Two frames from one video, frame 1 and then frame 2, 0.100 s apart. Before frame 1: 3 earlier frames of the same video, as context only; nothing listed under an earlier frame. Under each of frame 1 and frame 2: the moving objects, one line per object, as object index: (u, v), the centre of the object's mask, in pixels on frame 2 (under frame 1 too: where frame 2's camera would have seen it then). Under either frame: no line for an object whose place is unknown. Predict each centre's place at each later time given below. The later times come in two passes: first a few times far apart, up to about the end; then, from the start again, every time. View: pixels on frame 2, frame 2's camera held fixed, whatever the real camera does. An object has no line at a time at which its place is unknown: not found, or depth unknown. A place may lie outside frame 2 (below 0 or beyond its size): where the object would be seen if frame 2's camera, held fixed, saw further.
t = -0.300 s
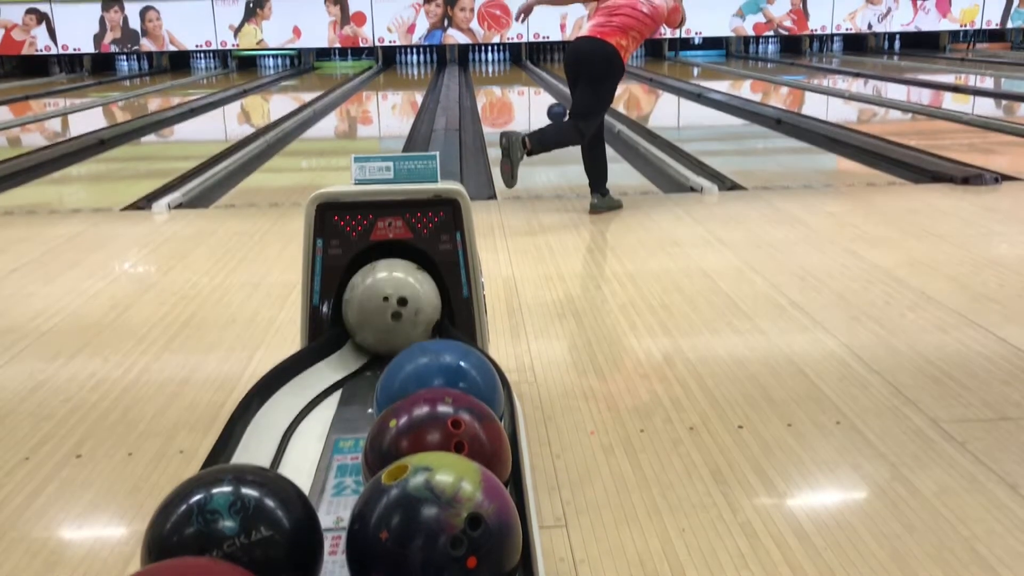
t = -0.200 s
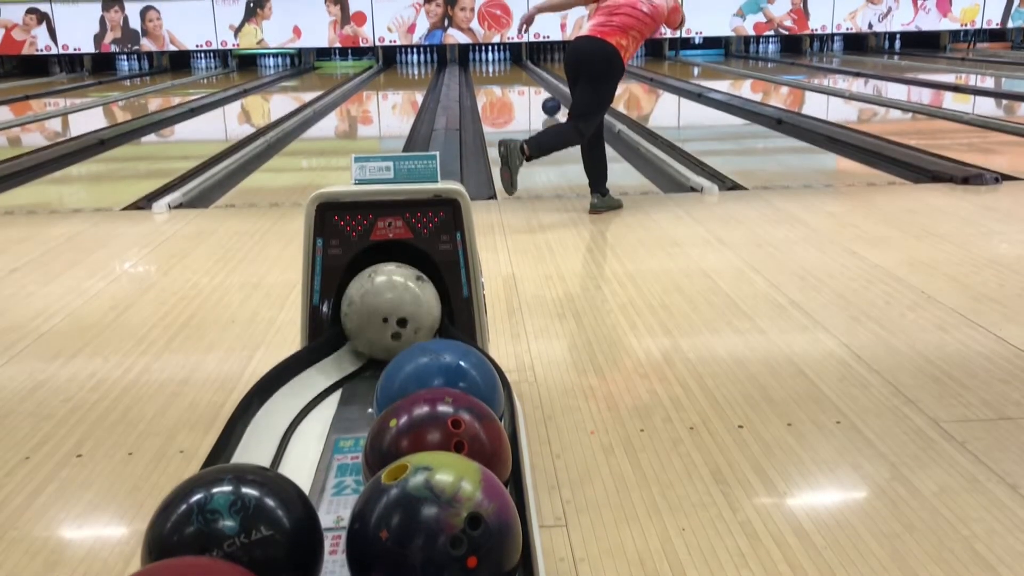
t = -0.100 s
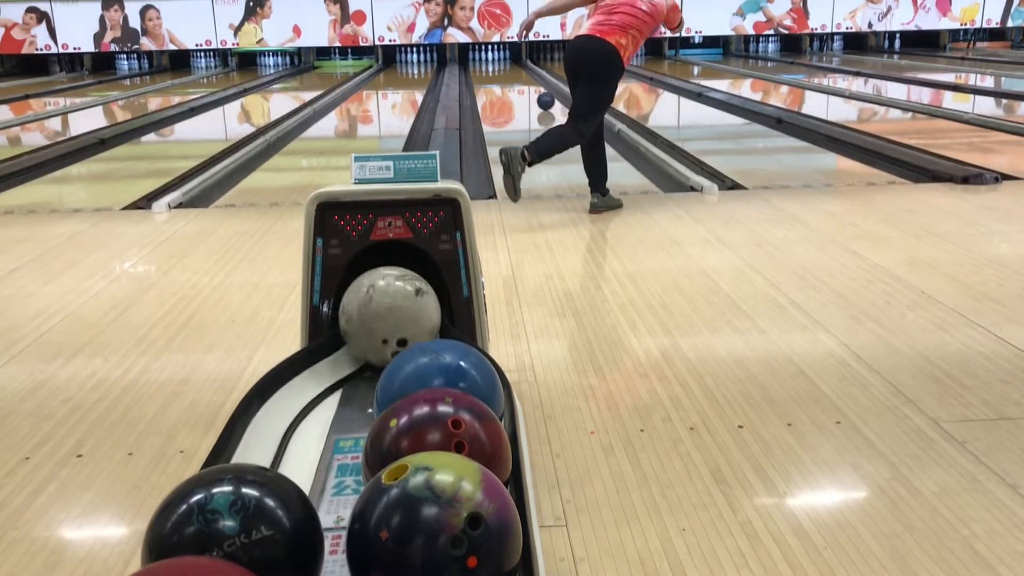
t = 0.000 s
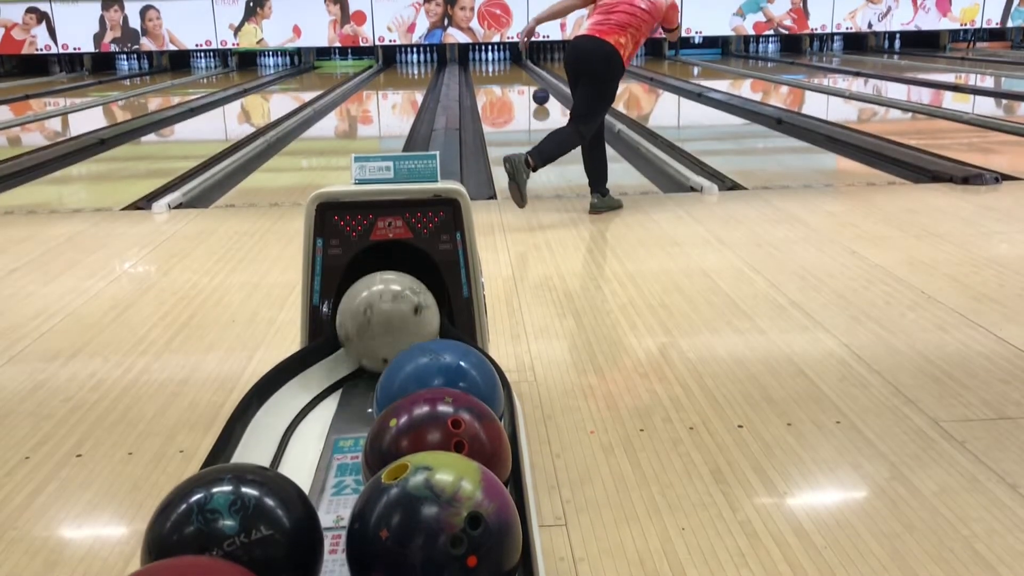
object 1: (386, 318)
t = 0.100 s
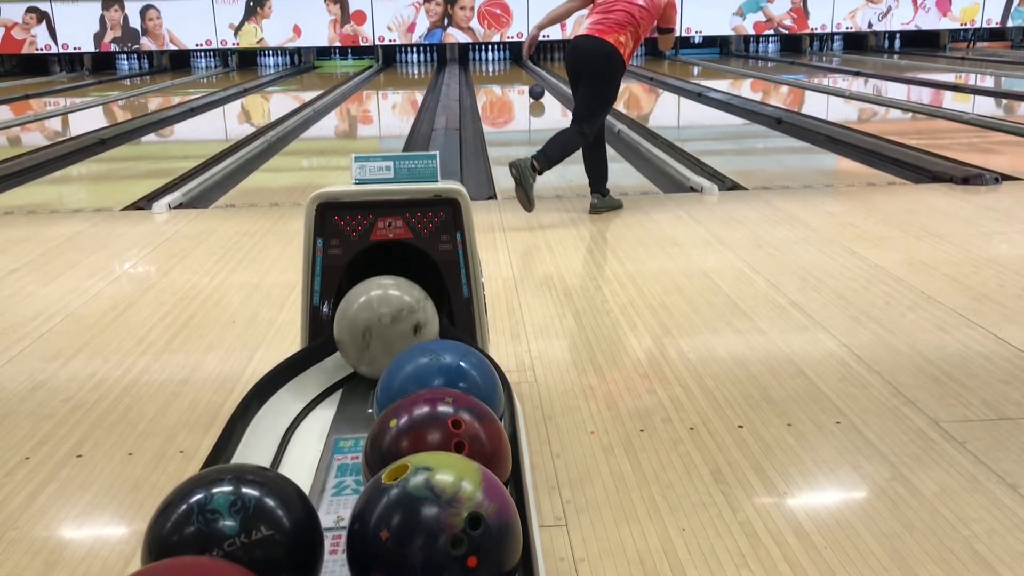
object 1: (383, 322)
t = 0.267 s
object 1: (377, 331)
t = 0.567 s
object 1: (367, 349)
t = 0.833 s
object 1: (353, 364)
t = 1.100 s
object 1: (328, 377)
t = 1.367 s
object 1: (297, 384)
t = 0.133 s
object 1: (382, 324)
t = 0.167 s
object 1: (381, 325)
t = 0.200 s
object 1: (380, 327)
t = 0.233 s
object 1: (379, 329)
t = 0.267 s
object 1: (377, 331)
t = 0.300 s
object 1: (376, 332)
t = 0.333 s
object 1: (375, 334)
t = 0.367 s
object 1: (375, 336)
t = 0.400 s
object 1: (375, 337)
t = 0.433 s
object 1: (374, 339)
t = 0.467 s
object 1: (371, 342)
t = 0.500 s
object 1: (369, 344)
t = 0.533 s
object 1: (368, 346)
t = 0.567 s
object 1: (367, 349)
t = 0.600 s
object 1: (366, 351)
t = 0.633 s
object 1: (365, 354)
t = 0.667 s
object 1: (364, 356)
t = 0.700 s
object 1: (363, 358)
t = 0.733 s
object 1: (360, 360)
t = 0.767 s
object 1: (358, 361)
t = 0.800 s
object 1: (356, 362)
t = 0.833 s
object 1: (353, 364)
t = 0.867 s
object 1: (351, 366)
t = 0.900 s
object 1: (347, 367)
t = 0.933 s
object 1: (345, 368)
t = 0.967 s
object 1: (341, 371)
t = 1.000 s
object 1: (339, 372)
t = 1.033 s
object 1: (335, 374)
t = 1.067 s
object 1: (332, 375)
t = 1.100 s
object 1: (328, 377)
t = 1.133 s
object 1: (324, 378)
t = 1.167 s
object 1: (321, 380)
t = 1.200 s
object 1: (317, 381)
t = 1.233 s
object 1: (311, 383)
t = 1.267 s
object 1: (306, 384)
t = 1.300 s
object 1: (301, 384)
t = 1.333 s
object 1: (299, 384)
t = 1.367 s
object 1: (297, 384)
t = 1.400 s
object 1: (297, 385)
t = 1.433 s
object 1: (299, 387)
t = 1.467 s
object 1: (302, 389)
